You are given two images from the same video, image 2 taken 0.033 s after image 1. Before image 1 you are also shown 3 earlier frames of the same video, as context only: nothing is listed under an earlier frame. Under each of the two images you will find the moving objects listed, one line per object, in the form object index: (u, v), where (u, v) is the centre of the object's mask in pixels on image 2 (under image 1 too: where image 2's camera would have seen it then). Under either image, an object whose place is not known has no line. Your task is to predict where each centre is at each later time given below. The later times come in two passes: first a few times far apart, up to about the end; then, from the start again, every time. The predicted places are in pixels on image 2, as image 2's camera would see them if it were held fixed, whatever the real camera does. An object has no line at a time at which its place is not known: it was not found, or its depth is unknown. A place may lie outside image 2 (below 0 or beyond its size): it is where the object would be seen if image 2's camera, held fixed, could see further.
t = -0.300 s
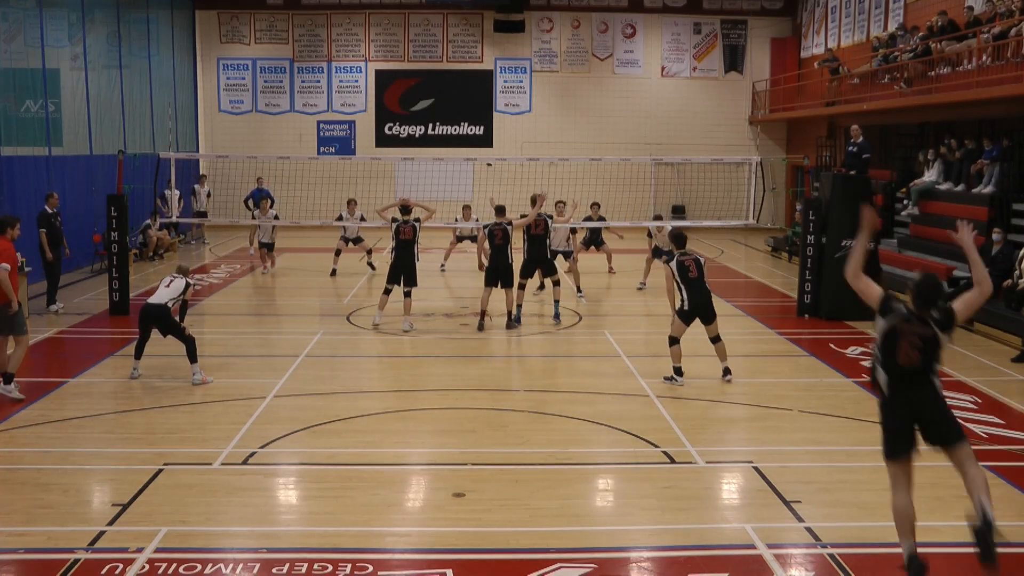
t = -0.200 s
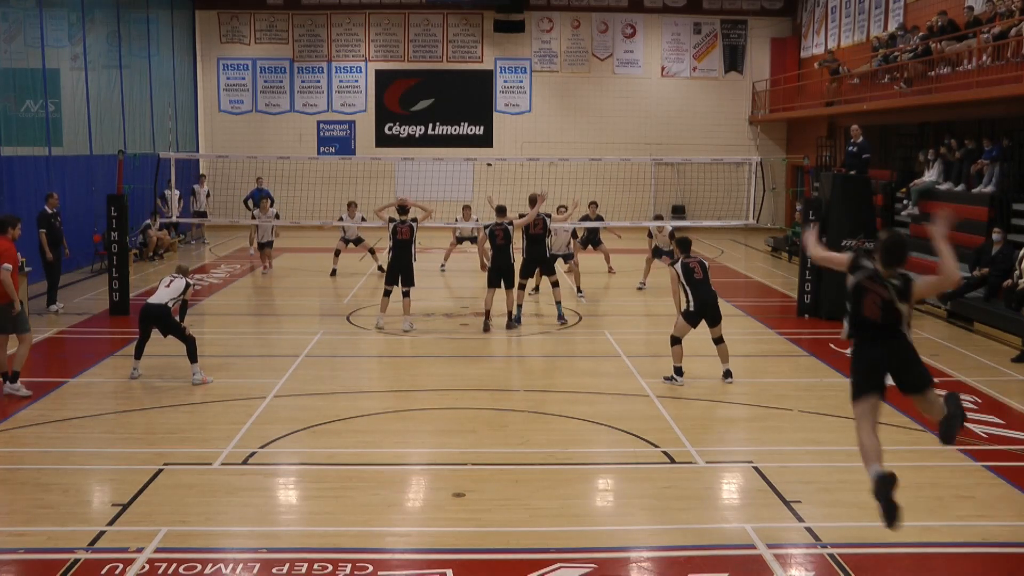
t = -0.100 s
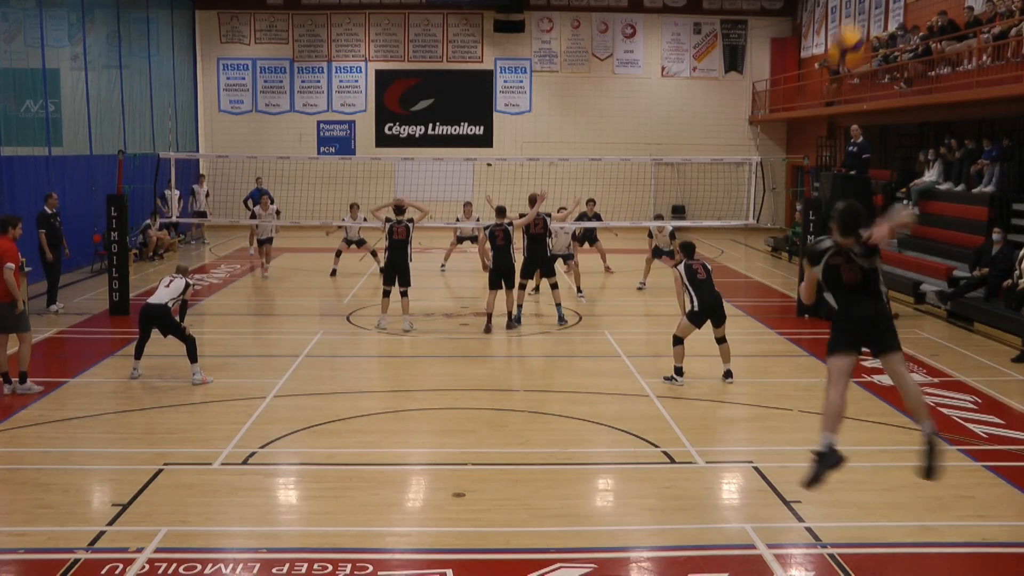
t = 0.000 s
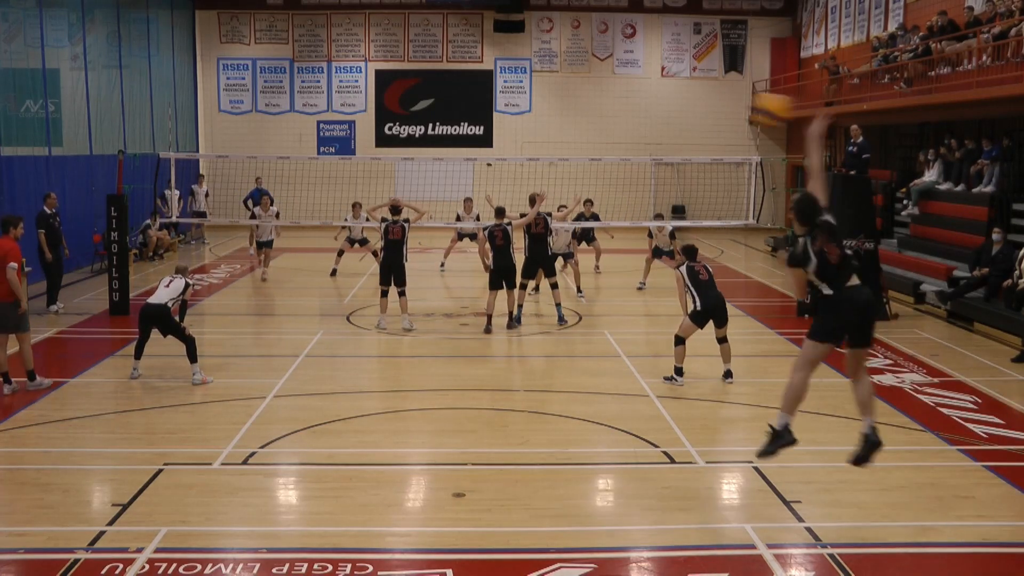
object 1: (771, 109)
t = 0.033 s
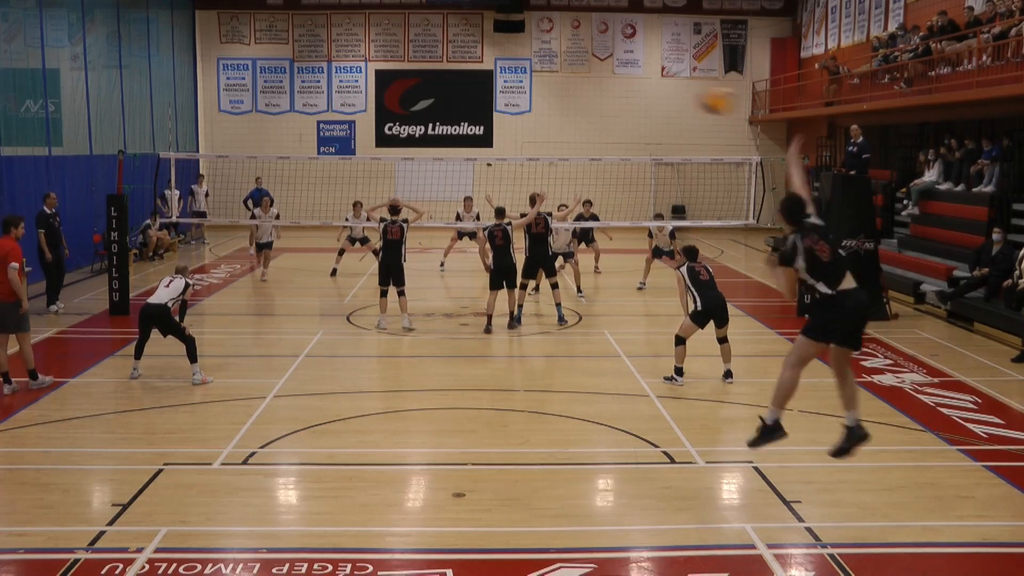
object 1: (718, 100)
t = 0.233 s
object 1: (524, 116)
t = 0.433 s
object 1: (445, 157)
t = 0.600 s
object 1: (416, 184)
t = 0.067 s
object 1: (669, 98)
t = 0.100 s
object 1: (629, 97)
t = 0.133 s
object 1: (598, 99)
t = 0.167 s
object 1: (570, 104)
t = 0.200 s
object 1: (546, 110)
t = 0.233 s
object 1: (524, 116)
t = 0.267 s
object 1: (506, 124)
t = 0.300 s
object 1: (489, 132)
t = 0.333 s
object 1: (475, 140)
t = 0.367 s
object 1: (462, 148)
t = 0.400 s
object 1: (452, 154)
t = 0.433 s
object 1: (445, 157)
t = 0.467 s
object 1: (439, 162)
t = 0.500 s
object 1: (432, 167)
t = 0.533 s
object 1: (426, 171)
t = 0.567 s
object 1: (422, 177)
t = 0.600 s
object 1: (416, 184)
